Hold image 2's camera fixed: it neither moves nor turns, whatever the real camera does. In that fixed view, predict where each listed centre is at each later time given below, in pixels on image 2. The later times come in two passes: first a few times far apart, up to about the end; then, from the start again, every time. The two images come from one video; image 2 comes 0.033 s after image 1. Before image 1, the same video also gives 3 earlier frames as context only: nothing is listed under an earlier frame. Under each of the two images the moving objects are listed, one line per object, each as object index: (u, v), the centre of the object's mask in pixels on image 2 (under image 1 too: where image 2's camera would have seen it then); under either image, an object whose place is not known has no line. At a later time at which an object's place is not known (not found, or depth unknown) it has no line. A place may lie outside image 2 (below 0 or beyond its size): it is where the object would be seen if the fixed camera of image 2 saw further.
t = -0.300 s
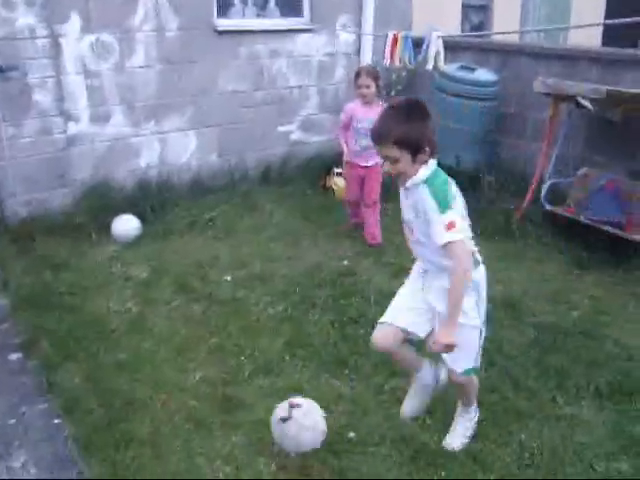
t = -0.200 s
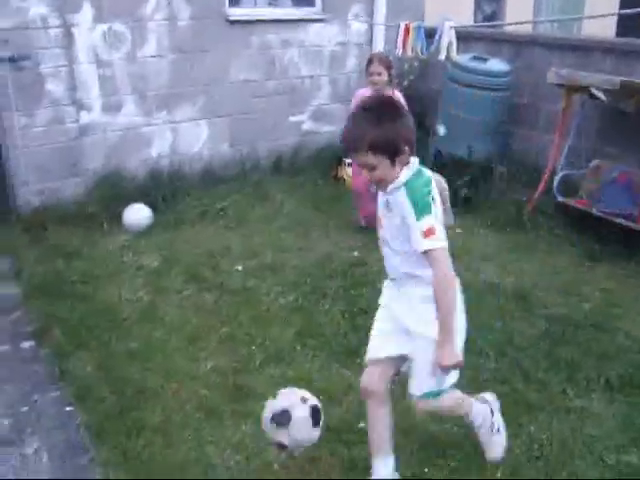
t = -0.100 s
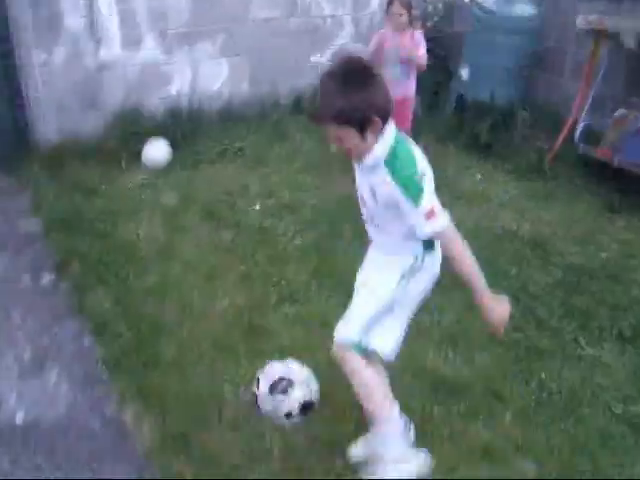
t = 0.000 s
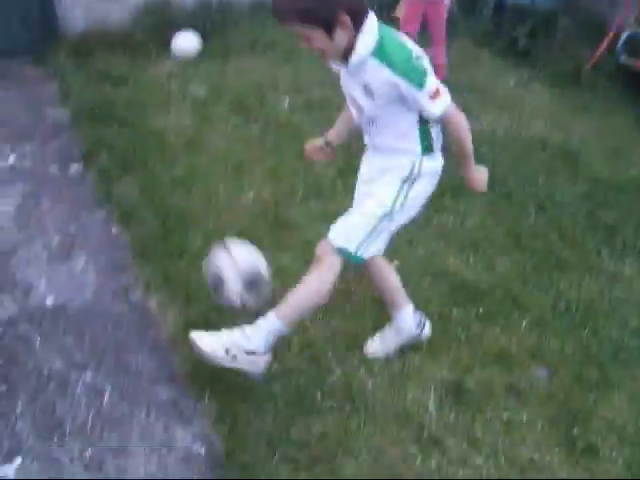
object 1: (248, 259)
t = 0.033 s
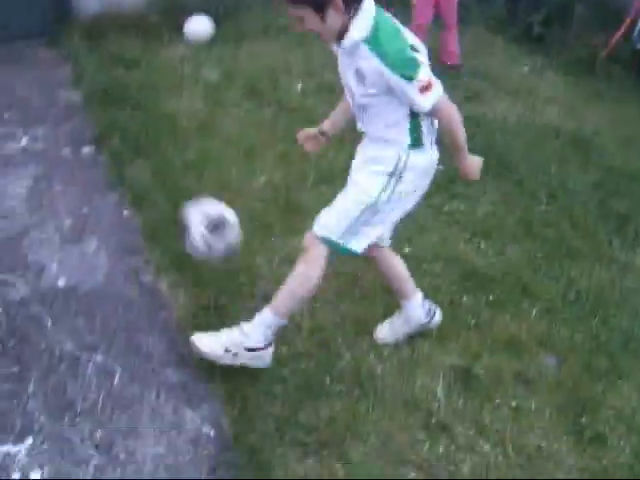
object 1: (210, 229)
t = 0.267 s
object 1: (38, 161)
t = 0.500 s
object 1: (-29, 90)
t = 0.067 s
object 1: (175, 206)
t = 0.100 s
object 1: (144, 187)
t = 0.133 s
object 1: (118, 175)
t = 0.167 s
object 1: (93, 166)
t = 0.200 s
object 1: (74, 163)
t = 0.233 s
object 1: (54, 163)
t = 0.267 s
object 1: (38, 161)
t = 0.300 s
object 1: (27, 147)
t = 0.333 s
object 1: (15, 130)
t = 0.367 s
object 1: (3, 117)
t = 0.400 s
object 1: (-6, 104)
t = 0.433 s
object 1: (-16, 96)
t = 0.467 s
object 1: (-23, 92)
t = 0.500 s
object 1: (-29, 90)
